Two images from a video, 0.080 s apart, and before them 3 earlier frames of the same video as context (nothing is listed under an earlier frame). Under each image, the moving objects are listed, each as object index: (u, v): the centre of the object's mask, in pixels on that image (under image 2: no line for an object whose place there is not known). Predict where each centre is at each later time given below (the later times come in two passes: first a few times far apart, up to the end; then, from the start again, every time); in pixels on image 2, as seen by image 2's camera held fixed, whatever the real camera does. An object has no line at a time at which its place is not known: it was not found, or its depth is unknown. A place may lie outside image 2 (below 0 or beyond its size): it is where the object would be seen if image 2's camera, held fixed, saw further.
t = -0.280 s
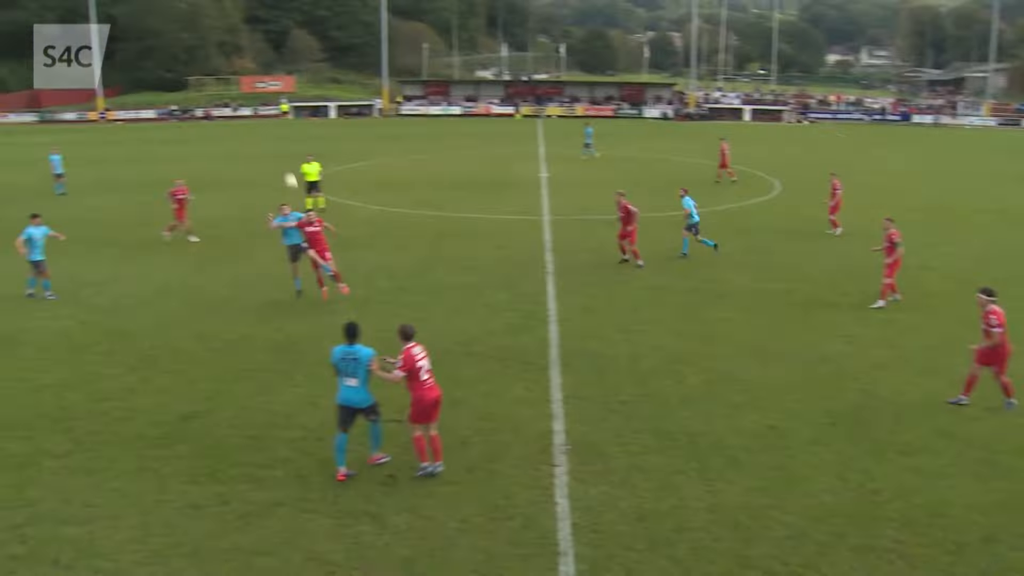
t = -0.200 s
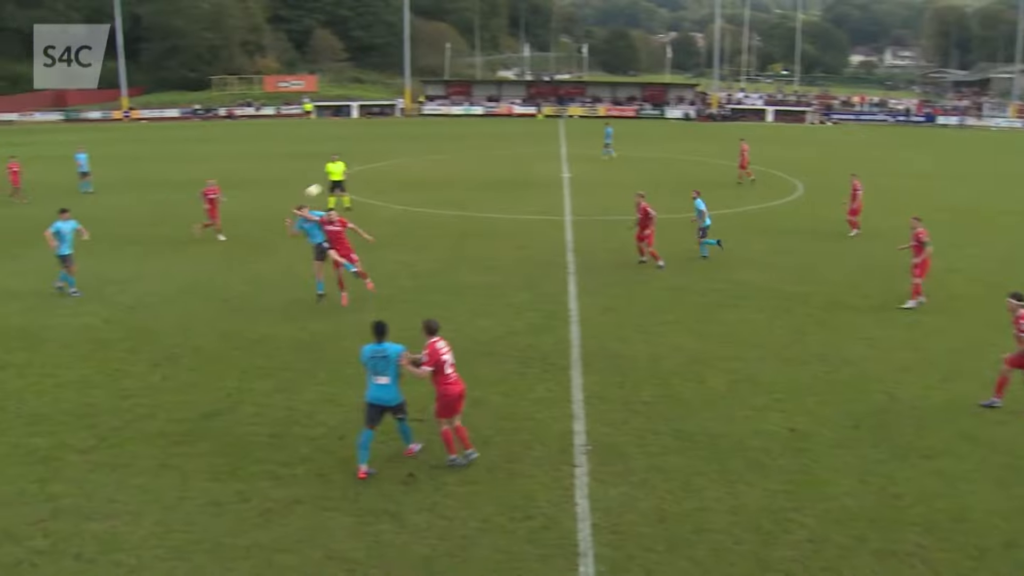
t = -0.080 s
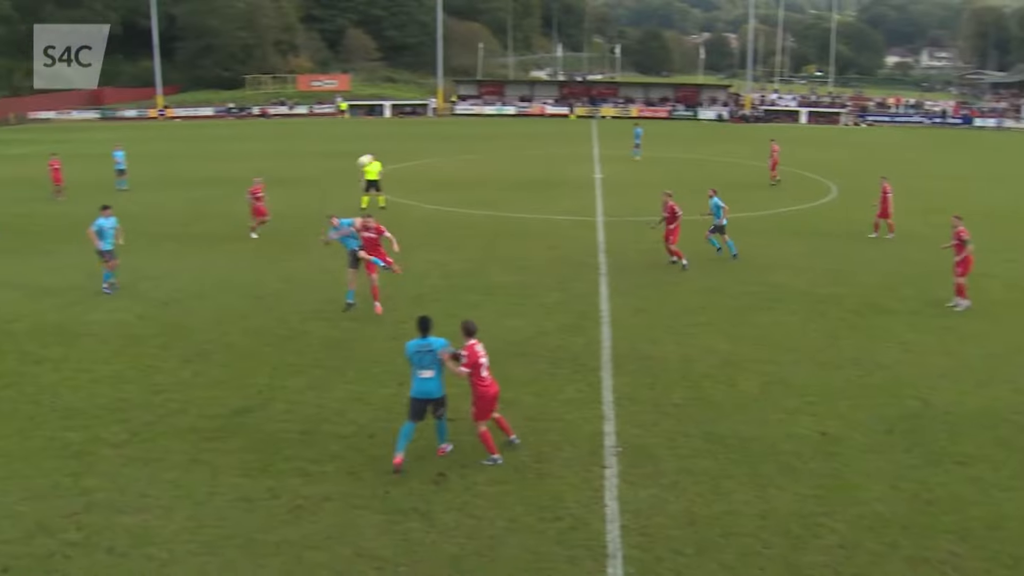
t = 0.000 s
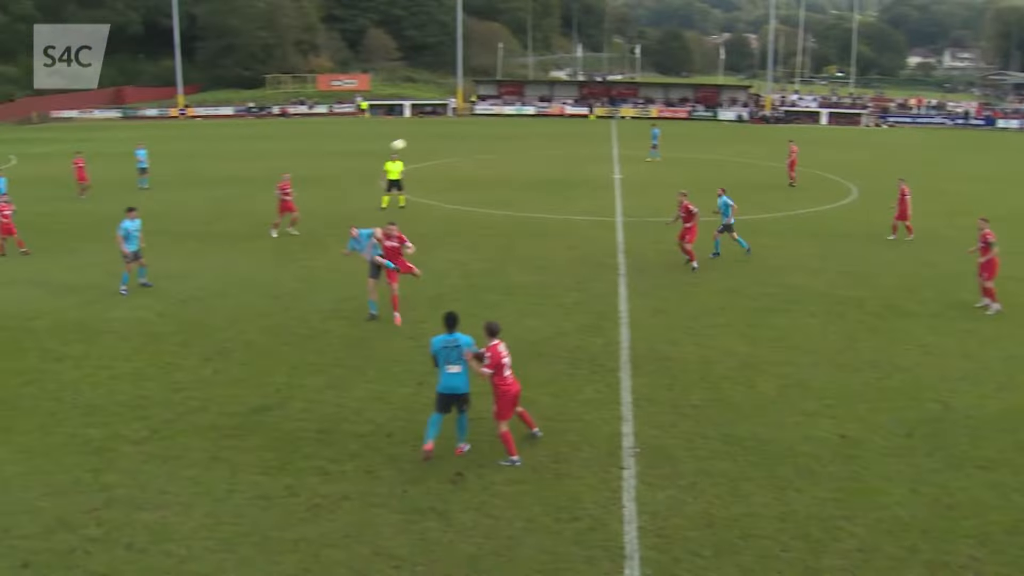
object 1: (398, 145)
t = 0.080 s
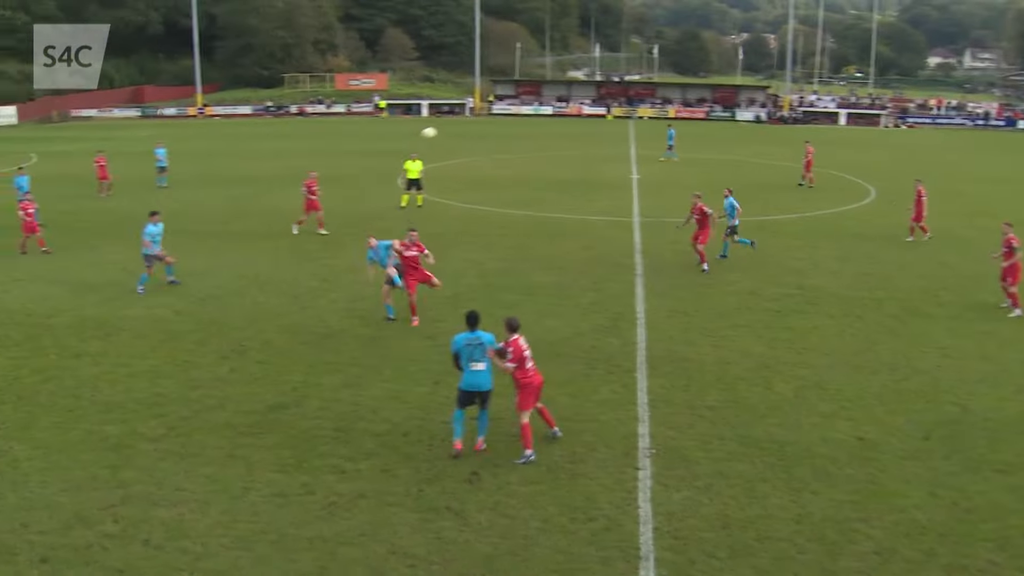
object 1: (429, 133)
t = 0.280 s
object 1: (465, 118)
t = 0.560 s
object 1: (514, 134)
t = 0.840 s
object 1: (559, 192)
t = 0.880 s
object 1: (565, 203)
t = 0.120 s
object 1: (436, 127)
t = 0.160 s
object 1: (443, 124)
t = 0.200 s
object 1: (450, 121)
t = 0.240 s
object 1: (458, 120)
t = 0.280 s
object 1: (465, 118)
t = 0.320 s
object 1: (472, 118)
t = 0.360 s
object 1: (479, 119)
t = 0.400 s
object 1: (486, 120)
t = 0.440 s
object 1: (493, 122)
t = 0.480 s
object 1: (500, 126)
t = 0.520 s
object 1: (507, 130)
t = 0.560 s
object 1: (514, 134)
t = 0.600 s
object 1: (521, 140)
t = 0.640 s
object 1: (527, 147)
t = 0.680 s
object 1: (533, 154)
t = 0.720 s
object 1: (540, 162)
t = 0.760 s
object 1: (547, 172)
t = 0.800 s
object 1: (553, 181)
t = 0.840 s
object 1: (559, 192)
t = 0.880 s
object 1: (565, 203)
